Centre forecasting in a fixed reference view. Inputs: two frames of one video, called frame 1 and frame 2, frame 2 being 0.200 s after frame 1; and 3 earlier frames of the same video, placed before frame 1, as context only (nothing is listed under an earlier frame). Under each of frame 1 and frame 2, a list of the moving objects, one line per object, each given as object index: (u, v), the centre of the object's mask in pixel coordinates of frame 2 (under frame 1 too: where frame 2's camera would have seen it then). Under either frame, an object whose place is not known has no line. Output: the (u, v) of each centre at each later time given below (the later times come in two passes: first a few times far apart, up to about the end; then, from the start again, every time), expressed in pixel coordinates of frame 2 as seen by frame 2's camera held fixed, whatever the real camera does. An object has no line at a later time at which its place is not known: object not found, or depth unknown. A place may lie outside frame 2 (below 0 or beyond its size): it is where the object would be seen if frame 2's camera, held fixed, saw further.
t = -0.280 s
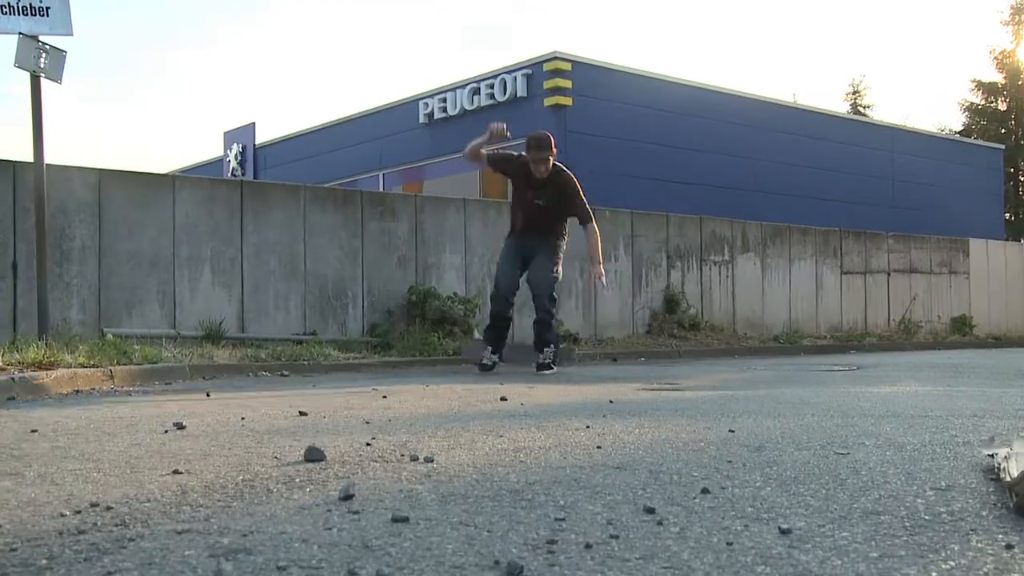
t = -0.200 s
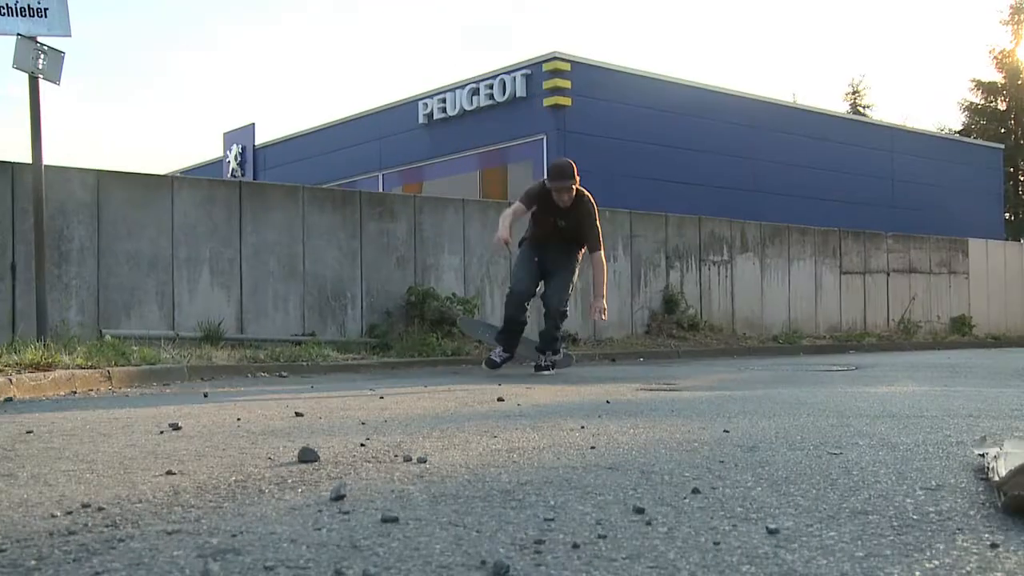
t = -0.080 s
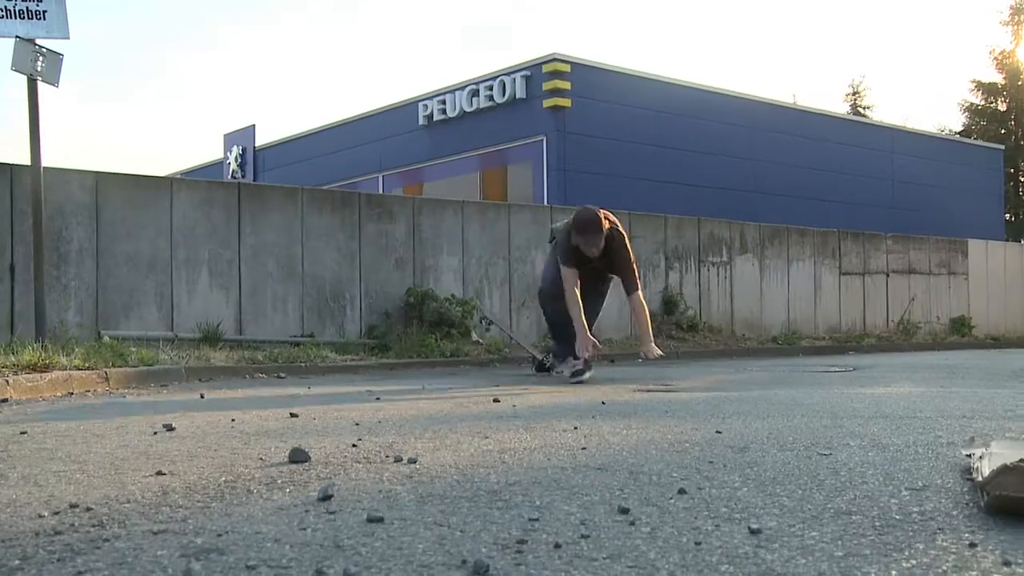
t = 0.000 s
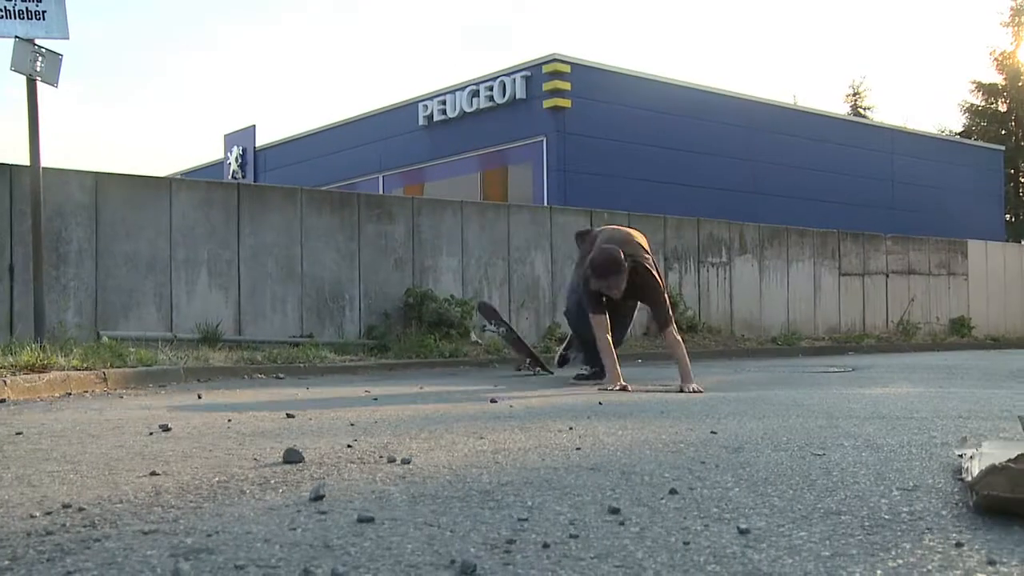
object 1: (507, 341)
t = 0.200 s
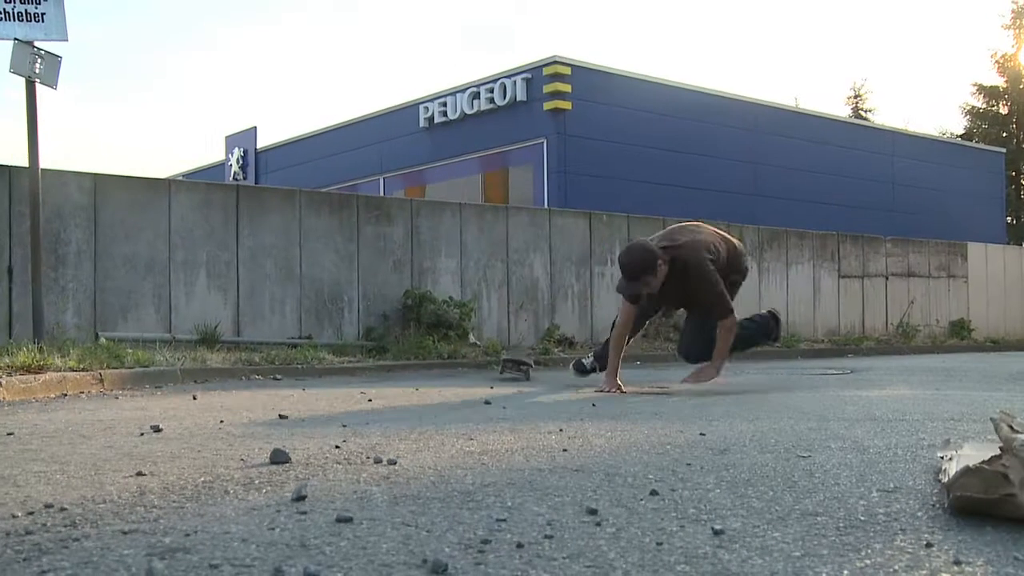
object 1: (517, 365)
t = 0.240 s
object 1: (520, 362)
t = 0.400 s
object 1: (529, 368)
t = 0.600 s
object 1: (539, 369)
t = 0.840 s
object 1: (554, 371)
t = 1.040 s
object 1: (567, 372)
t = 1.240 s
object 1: (578, 373)
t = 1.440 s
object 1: (590, 374)
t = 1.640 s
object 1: (600, 375)
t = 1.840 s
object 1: (610, 377)
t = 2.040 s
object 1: (619, 377)
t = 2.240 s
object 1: (627, 378)
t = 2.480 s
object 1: (635, 378)
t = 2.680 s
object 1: (641, 378)
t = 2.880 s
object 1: (646, 379)
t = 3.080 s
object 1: (651, 380)
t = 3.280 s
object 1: (654, 380)
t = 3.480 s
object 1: (657, 380)
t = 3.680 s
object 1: (659, 380)
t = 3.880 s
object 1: (660, 380)
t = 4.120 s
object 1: (660, 380)
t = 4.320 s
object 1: (660, 380)
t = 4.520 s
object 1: (660, 380)
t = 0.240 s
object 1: (520, 362)
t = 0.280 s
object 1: (521, 361)
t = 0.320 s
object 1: (524, 360)
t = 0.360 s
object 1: (525, 364)
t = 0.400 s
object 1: (529, 368)
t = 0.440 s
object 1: (530, 368)
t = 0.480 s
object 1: (532, 368)
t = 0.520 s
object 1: (534, 369)
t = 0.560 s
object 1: (537, 369)
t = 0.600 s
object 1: (539, 369)
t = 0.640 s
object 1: (542, 370)
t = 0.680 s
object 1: (545, 370)
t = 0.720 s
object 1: (547, 370)
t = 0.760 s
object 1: (550, 371)
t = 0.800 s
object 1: (551, 371)
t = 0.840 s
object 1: (554, 371)
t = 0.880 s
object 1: (557, 371)
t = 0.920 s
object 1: (560, 372)
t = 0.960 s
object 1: (562, 372)
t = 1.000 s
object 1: (565, 372)
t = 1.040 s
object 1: (567, 372)
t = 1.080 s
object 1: (569, 373)
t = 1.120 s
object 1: (572, 373)
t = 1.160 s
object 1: (574, 373)
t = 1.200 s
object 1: (576, 373)
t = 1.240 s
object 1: (578, 373)
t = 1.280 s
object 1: (581, 373)
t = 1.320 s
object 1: (583, 374)
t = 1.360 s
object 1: (585, 374)
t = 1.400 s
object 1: (588, 374)
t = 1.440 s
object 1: (590, 374)
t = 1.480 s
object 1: (592, 374)
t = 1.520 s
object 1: (594, 374)
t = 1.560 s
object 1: (596, 374)
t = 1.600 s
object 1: (598, 374)
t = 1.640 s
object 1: (600, 375)
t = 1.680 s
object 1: (602, 375)
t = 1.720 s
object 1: (604, 376)
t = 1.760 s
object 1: (606, 376)
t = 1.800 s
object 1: (608, 376)
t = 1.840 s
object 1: (610, 377)
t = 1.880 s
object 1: (611, 377)
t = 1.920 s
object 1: (613, 377)
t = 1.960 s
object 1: (615, 377)
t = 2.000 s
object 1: (617, 377)
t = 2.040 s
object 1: (619, 377)
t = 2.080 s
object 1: (620, 377)
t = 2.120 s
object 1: (622, 378)
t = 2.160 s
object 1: (623, 377)
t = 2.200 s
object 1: (624, 377)
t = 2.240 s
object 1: (627, 378)
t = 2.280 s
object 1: (629, 379)
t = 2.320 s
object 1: (630, 377)
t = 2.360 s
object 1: (631, 377)
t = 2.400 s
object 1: (632, 377)
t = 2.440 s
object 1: (634, 378)
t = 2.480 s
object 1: (635, 378)
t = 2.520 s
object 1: (636, 378)
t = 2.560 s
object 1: (637, 378)
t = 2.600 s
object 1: (639, 378)
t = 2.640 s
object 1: (640, 378)
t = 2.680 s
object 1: (641, 378)
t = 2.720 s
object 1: (642, 378)
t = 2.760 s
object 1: (643, 378)
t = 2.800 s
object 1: (644, 378)
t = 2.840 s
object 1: (645, 378)
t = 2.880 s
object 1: (646, 379)
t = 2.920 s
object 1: (647, 379)
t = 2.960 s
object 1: (647, 379)
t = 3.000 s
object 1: (648, 379)
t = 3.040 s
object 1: (650, 379)
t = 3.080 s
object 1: (651, 380)
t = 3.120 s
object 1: (652, 380)
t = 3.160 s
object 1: (653, 380)
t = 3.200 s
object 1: (653, 380)
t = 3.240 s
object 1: (654, 380)
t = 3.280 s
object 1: (654, 380)
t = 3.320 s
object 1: (655, 380)
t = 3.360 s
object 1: (656, 380)
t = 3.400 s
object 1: (656, 380)
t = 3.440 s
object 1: (657, 380)
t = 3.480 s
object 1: (657, 380)
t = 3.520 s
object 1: (658, 380)
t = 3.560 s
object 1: (658, 380)
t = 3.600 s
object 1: (658, 380)
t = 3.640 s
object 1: (659, 380)
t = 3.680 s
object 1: (659, 380)
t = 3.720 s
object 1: (660, 380)
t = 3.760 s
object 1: (660, 380)
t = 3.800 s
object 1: (660, 380)
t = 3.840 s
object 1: (660, 380)
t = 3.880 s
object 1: (660, 380)
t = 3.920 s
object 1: (660, 380)
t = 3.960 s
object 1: (660, 380)
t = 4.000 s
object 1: (660, 380)
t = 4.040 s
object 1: (660, 380)
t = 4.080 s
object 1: (660, 380)
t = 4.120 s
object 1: (660, 380)
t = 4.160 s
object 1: (660, 380)
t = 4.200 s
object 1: (660, 380)
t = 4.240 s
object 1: (660, 380)
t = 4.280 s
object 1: (660, 380)
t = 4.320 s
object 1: (660, 380)
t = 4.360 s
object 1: (660, 380)
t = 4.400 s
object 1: (660, 380)
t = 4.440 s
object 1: (660, 380)
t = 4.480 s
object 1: (660, 380)
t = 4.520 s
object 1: (660, 380)
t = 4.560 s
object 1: (660, 380)
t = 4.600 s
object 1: (660, 380)
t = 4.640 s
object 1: (660, 380)
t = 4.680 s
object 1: (660, 380)
